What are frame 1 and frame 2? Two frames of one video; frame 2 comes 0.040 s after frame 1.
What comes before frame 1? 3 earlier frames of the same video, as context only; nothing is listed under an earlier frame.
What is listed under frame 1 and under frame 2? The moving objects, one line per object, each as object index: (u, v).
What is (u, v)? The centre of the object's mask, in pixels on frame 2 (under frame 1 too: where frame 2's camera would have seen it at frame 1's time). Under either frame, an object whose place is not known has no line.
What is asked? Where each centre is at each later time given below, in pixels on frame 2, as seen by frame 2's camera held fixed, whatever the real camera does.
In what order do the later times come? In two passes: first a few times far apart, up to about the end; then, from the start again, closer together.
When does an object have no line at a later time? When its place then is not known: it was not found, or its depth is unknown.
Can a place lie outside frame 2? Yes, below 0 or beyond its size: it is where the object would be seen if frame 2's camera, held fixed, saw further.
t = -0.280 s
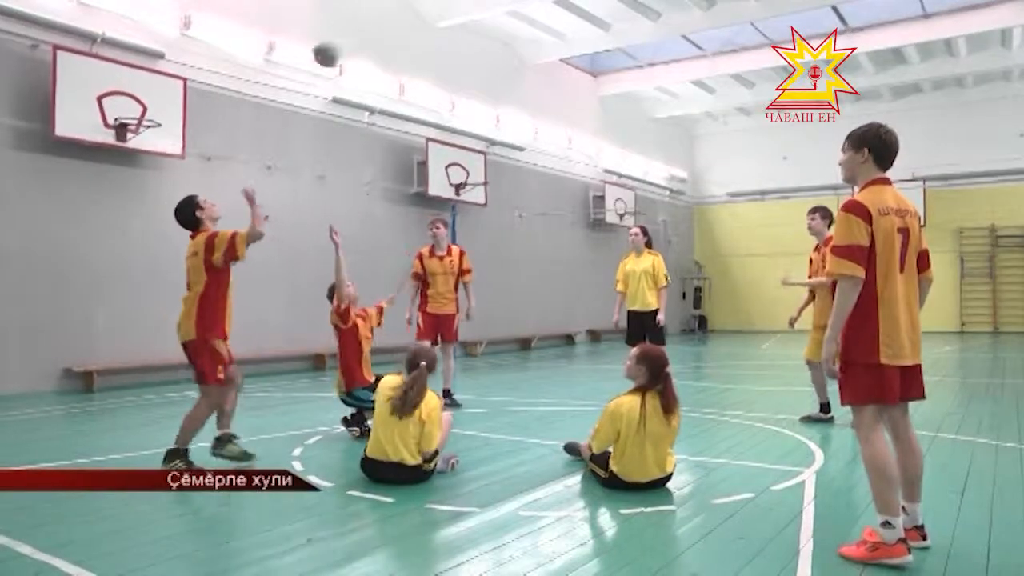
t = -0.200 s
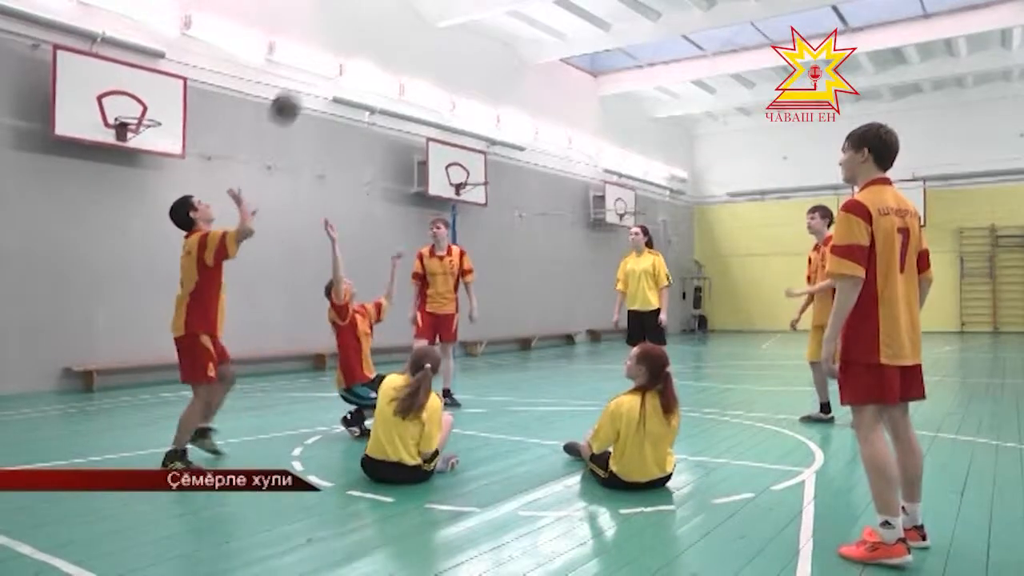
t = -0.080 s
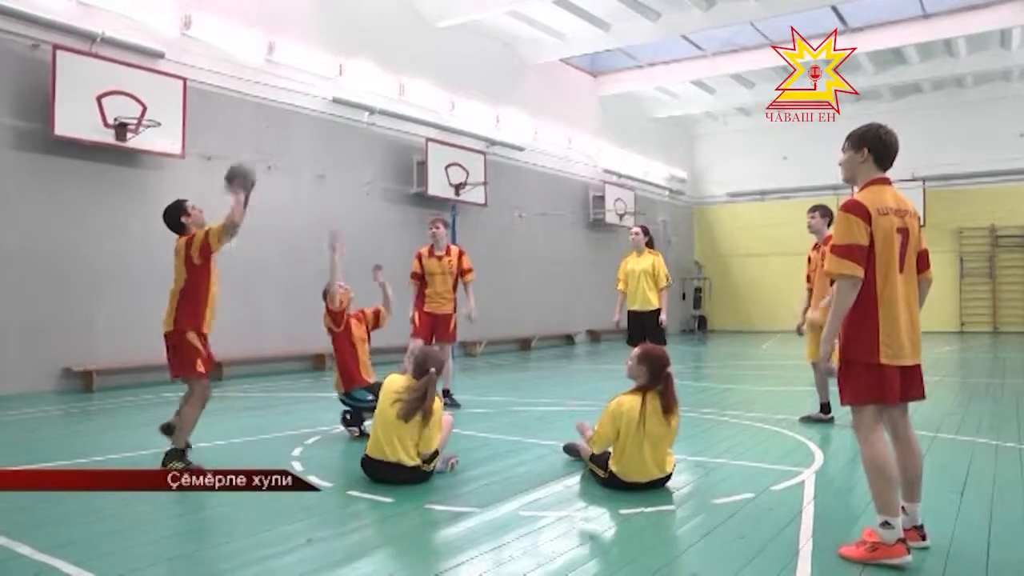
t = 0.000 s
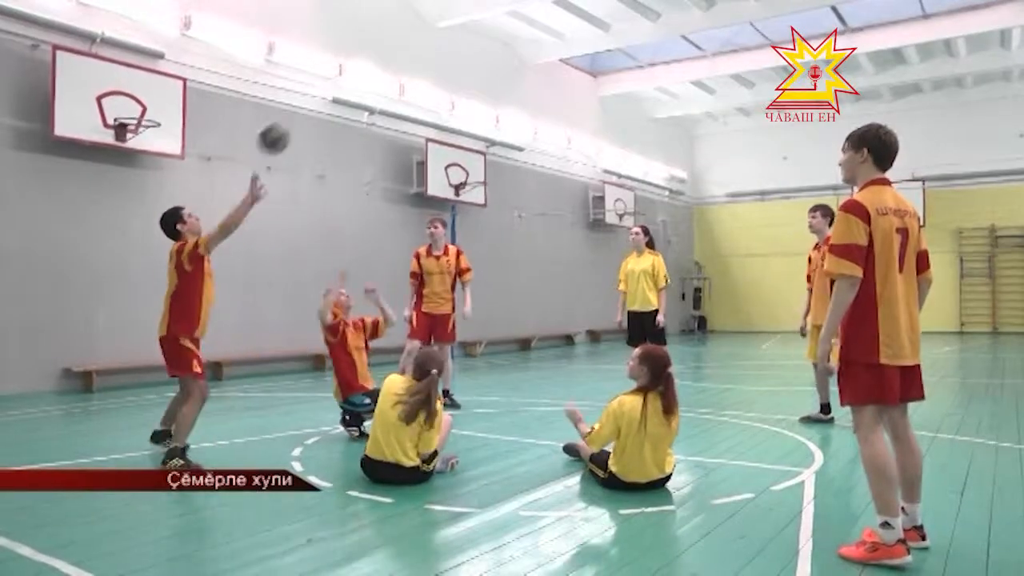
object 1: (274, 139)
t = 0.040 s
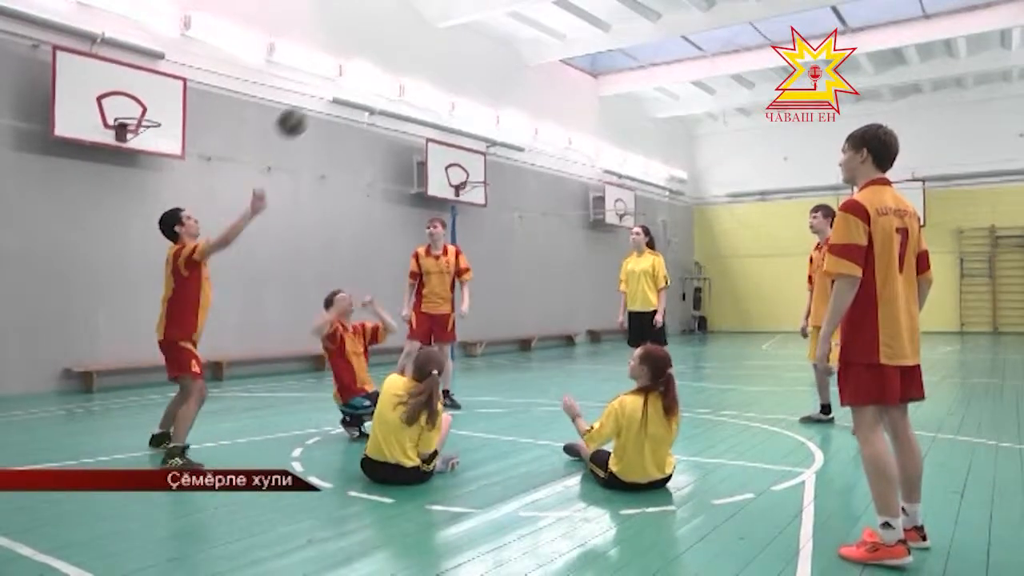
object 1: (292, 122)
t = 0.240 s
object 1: (376, 72)
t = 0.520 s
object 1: (480, 93)
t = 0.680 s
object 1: (535, 148)
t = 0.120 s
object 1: (326, 95)
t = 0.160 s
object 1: (342, 87)
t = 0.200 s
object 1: (359, 79)
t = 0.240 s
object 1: (376, 72)
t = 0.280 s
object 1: (392, 69)
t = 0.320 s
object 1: (407, 69)
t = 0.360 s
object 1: (422, 70)
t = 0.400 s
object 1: (437, 74)
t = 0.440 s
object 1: (452, 78)
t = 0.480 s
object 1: (466, 85)
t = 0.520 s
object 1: (480, 93)
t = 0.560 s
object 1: (495, 103)
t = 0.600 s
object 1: (507, 116)
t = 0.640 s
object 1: (522, 132)
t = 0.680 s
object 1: (535, 148)
